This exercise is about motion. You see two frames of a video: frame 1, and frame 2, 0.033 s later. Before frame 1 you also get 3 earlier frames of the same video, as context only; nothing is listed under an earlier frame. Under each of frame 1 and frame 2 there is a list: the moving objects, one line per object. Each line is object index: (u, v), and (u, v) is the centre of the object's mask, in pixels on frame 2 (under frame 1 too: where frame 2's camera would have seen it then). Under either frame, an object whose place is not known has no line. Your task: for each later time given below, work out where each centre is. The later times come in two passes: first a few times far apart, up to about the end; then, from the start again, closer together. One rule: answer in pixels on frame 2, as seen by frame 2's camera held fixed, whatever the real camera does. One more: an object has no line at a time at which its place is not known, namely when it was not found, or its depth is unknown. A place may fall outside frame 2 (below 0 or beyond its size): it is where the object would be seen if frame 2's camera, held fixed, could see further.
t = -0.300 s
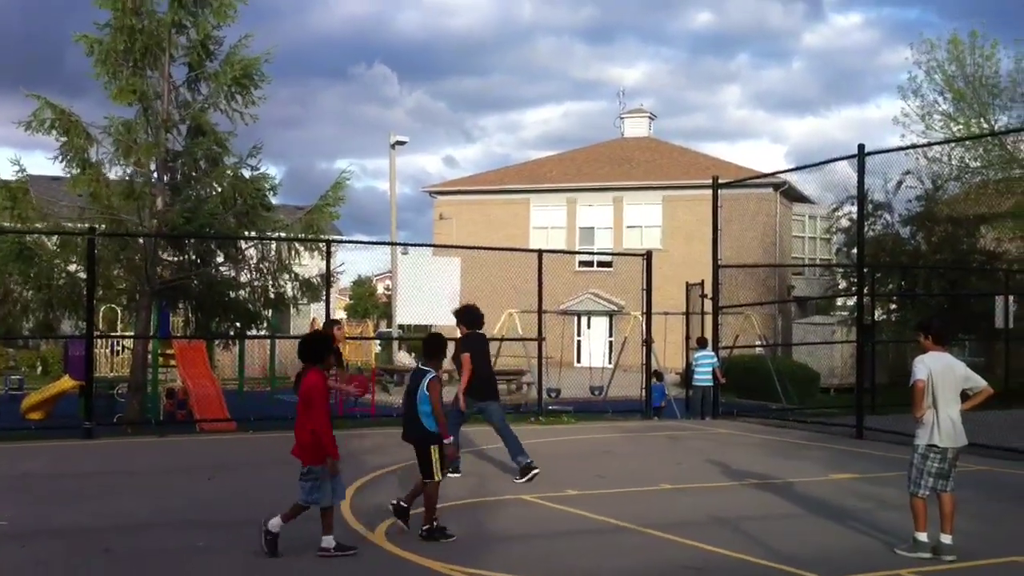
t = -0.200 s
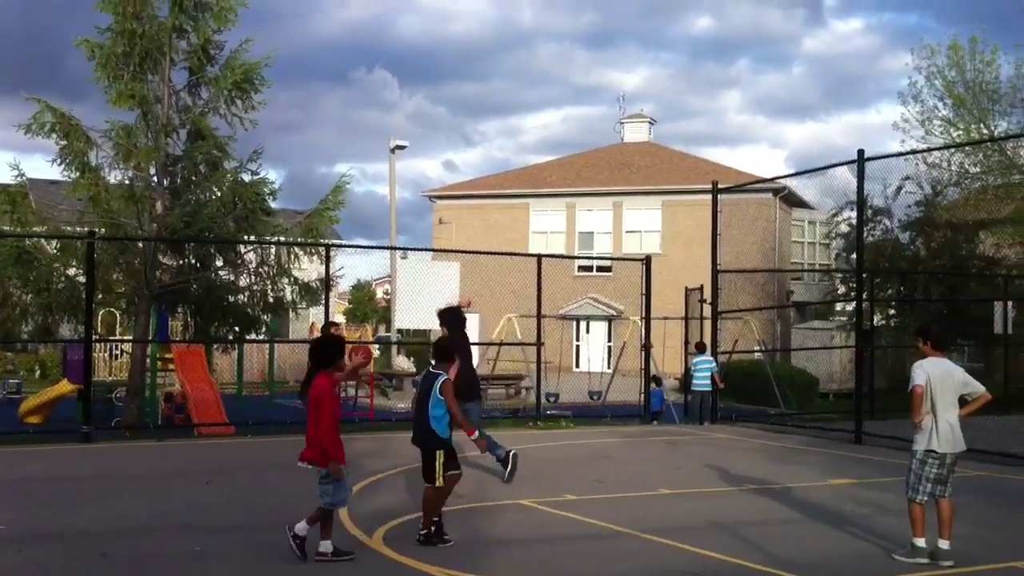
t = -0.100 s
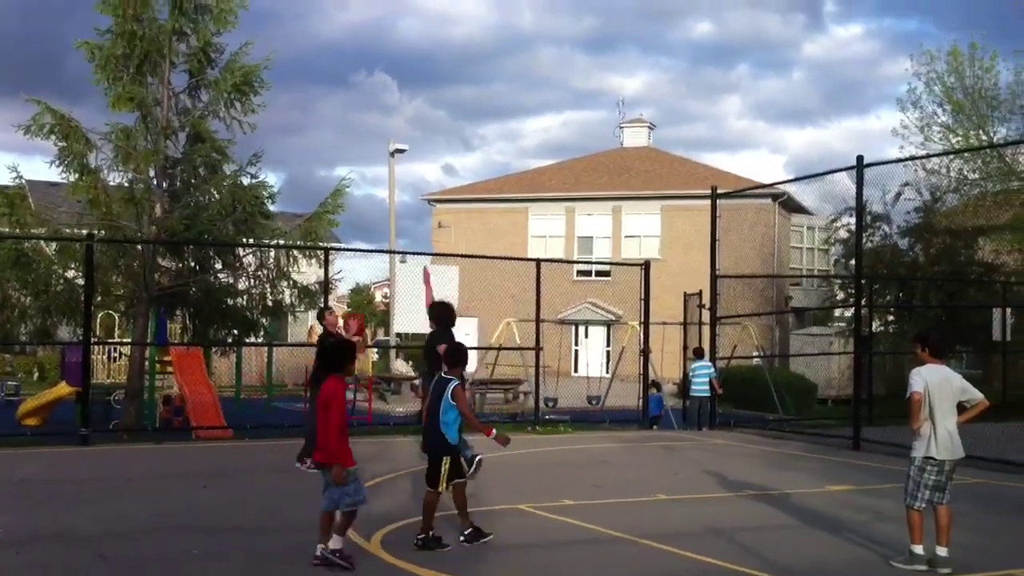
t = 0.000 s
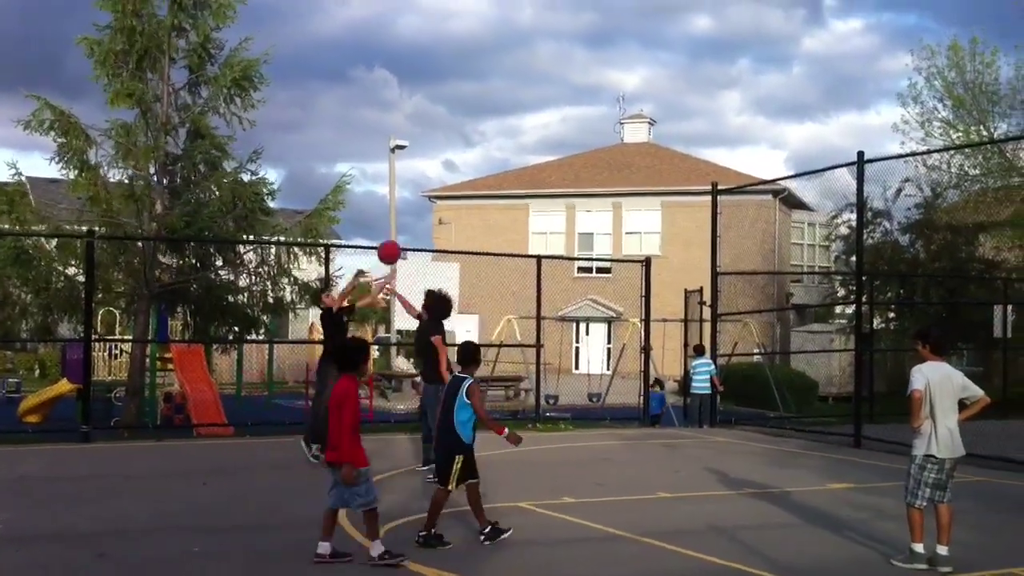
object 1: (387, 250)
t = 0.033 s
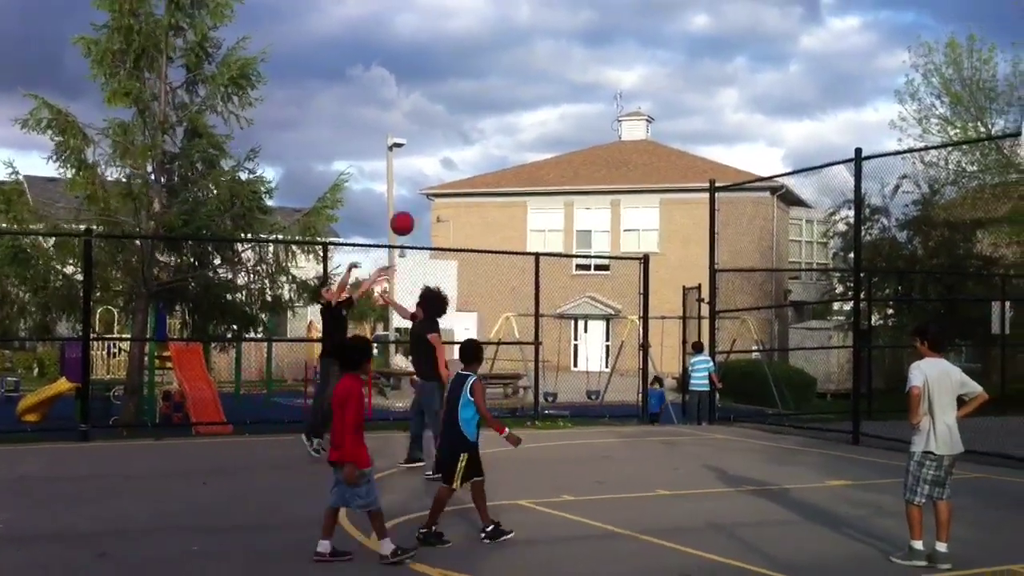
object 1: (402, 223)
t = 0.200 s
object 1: (473, 106)
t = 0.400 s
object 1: (560, 3)
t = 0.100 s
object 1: (433, 173)
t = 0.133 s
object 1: (448, 150)
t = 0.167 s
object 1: (460, 128)
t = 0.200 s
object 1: (473, 106)
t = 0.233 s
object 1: (488, 86)
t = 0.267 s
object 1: (506, 69)
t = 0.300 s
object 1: (523, 51)
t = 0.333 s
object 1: (533, 34)
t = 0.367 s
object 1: (545, 18)
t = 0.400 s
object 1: (560, 3)
